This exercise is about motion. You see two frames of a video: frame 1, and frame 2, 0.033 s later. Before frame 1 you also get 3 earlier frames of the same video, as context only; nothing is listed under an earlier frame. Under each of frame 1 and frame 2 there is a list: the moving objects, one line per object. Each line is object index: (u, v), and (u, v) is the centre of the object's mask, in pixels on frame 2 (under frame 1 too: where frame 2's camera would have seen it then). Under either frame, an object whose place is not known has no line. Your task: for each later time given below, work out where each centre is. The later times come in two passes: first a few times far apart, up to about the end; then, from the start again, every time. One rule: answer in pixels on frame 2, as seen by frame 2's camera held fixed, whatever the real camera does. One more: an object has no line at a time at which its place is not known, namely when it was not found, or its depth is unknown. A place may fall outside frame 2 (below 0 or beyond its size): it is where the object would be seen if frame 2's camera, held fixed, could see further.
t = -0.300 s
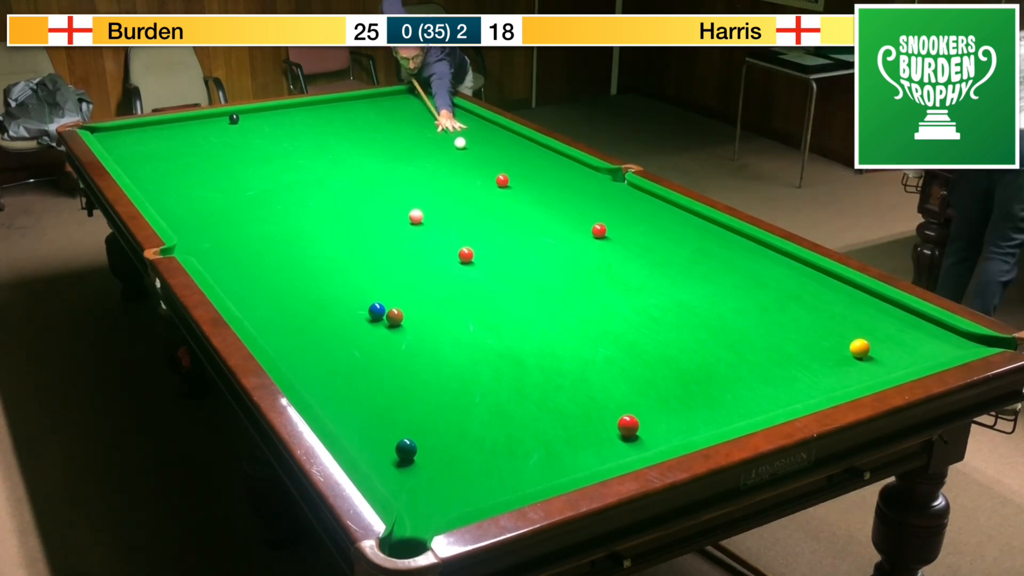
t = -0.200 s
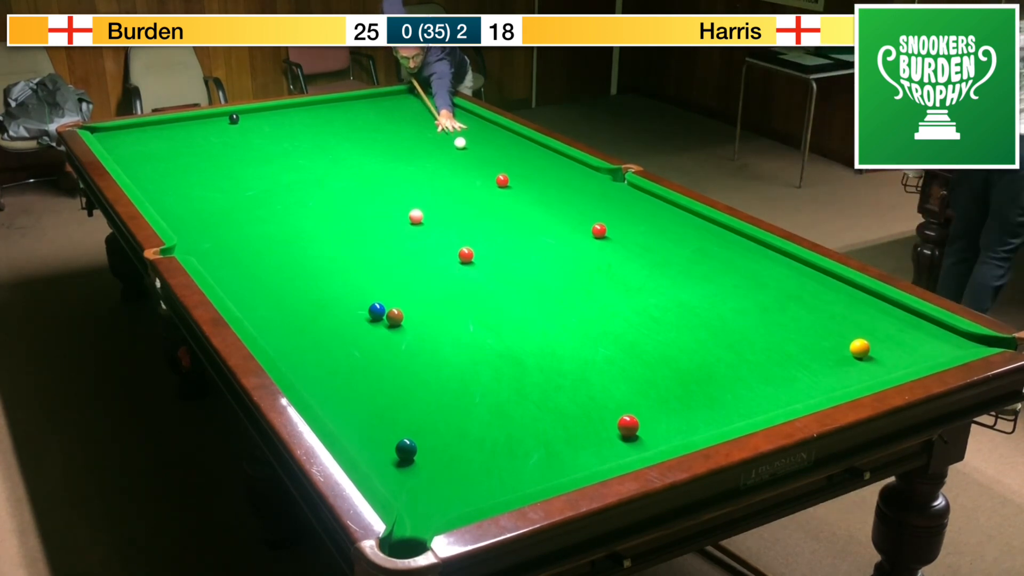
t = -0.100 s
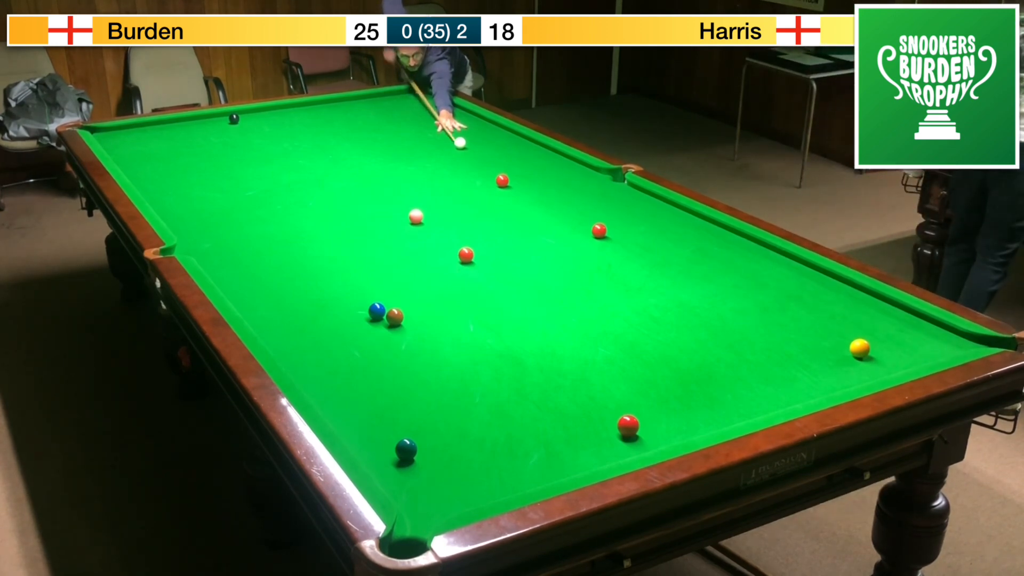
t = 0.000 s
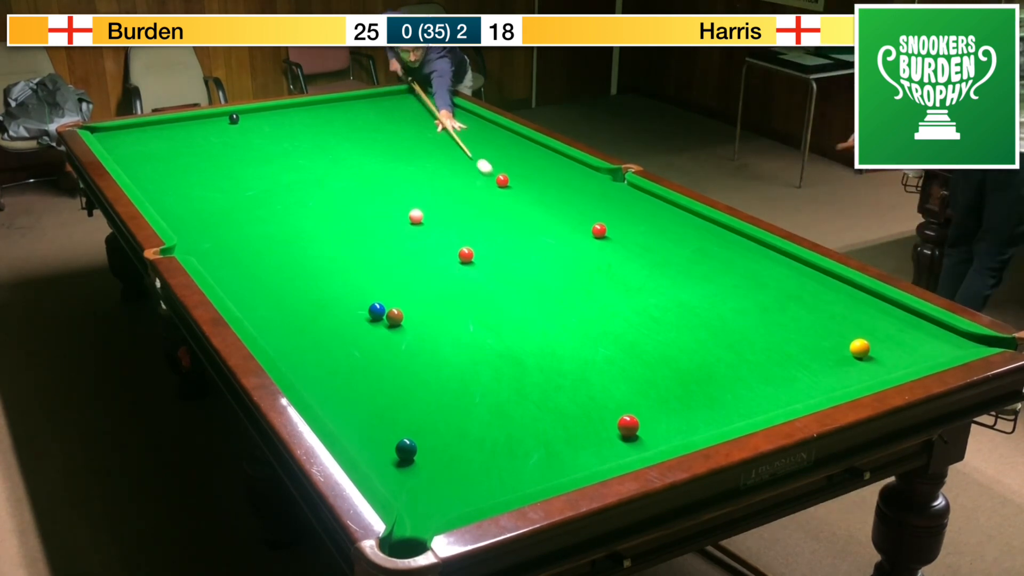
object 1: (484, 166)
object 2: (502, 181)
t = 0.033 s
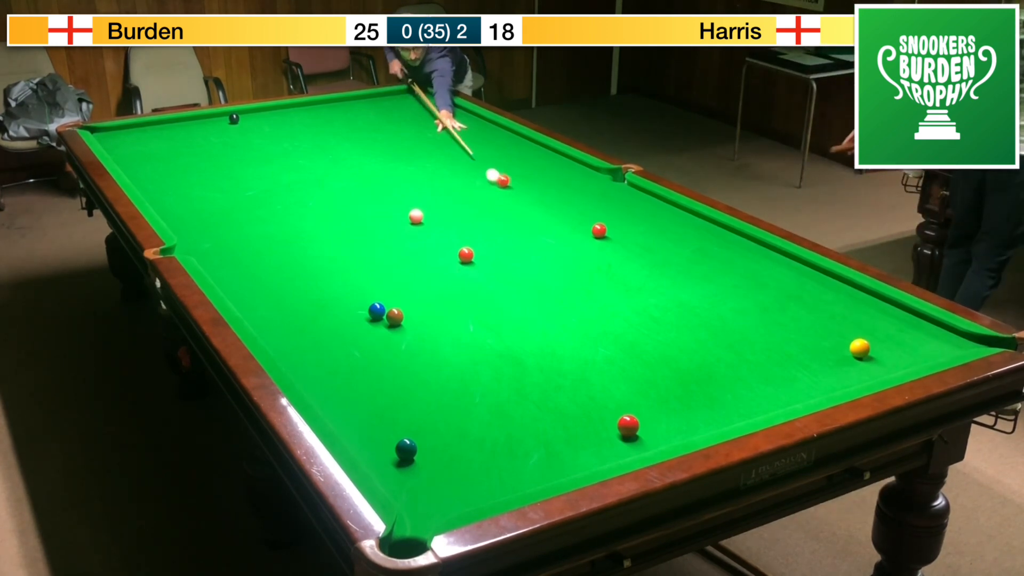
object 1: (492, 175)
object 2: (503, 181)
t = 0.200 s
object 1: (453, 186)
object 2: (601, 219)
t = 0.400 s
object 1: (407, 191)
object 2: (734, 271)
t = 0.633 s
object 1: (356, 192)
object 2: (912, 341)
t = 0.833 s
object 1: (314, 192)
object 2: (854, 304)
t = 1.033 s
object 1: (273, 192)
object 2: (778, 261)
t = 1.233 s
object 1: (232, 192)
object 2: (719, 227)
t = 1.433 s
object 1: (194, 193)
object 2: (661, 201)
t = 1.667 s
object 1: (150, 193)
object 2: (599, 177)
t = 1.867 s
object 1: (158, 184)
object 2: (554, 158)
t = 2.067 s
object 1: (170, 175)
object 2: (514, 142)
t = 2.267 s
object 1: (180, 167)
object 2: (478, 128)
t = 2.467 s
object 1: (190, 160)
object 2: (446, 114)
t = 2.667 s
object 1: (199, 154)
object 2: (417, 103)
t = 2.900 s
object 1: (208, 146)
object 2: (395, 95)
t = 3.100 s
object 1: (216, 141)
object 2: (408, 103)
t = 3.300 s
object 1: (223, 136)
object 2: (419, 112)
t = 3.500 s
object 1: (229, 131)
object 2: (431, 120)
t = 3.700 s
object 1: (235, 127)
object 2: (443, 129)
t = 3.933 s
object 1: (242, 122)
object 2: (457, 140)
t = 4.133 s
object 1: (246, 119)
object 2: (469, 149)
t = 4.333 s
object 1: (251, 116)
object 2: (482, 158)
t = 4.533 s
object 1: (255, 113)
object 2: (495, 168)
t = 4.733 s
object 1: (258, 111)
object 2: (508, 178)
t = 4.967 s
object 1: (262, 109)
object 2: (523, 190)
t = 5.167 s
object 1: (267, 109)
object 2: (536, 200)
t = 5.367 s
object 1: (270, 110)
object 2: (550, 211)
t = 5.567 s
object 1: (274, 110)
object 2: (563, 222)
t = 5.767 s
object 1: (276, 110)
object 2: (577, 232)
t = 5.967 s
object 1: (277, 110)
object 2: (591, 243)
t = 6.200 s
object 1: (278, 110)
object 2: (608, 256)
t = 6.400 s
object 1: (278, 110)
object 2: (622, 268)
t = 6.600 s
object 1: (278, 110)
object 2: (636, 279)
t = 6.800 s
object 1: (278, 110)
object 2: (650, 290)
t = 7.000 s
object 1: (278, 110)
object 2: (664, 301)
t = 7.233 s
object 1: (278, 110)
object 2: (680, 315)
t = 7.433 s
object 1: (278, 110)
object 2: (694, 325)
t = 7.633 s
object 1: (278, 110)
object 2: (707, 336)
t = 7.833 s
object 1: (278, 110)
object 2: (719, 345)
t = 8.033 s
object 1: (278, 110)
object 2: (730, 355)
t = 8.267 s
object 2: (742, 365)
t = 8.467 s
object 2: (752, 373)
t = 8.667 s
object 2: (760, 380)
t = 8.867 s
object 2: (768, 387)
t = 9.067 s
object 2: (775, 393)
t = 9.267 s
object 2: (780, 398)
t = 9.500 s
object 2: (785, 401)
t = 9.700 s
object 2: (785, 401)
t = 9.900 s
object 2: (783, 401)
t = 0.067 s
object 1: (486, 178)
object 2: (520, 187)
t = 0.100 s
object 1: (478, 181)
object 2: (540, 195)
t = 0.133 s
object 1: (470, 183)
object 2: (560, 203)
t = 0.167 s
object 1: (461, 184)
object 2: (580, 211)
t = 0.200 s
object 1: (453, 186)
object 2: (601, 219)
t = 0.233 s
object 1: (445, 187)
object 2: (622, 227)
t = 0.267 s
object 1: (437, 188)
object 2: (644, 236)
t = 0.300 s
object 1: (429, 189)
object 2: (666, 244)
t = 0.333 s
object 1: (422, 190)
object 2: (688, 253)
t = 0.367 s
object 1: (414, 191)
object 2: (711, 262)
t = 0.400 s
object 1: (407, 191)
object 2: (734, 271)
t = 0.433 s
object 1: (399, 191)
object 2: (757, 280)
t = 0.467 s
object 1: (392, 191)
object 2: (781, 289)
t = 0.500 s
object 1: (385, 191)
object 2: (806, 299)
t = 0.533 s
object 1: (378, 191)
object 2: (831, 309)
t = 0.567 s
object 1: (370, 192)
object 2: (857, 319)
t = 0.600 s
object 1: (363, 192)
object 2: (885, 330)
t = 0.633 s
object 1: (356, 192)
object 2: (912, 341)
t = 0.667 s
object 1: (349, 192)
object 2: (940, 351)
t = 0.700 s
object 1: (342, 192)
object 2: (926, 344)
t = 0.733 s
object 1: (335, 192)
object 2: (905, 333)
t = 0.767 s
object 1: (328, 192)
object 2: (887, 322)
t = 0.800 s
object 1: (321, 192)
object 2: (869, 313)
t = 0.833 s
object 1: (314, 192)
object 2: (854, 304)
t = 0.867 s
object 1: (307, 192)
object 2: (838, 295)
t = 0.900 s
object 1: (300, 192)
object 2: (825, 288)
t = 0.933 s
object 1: (293, 192)
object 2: (812, 281)
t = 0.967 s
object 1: (286, 192)
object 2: (801, 274)
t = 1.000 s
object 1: (279, 192)
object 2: (789, 268)
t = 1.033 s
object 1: (273, 192)
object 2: (778, 261)
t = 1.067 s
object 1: (266, 192)
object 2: (767, 255)
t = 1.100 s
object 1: (259, 192)
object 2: (757, 249)
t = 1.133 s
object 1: (252, 192)
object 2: (747, 243)
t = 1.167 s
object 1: (246, 192)
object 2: (737, 238)
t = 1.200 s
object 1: (239, 192)
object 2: (728, 233)
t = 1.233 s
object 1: (232, 192)
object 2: (719, 227)
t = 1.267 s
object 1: (226, 192)
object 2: (710, 222)
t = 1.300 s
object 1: (219, 193)
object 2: (701, 217)
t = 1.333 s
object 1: (213, 193)
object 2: (690, 213)
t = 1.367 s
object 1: (206, 193)
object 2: (680, 209)
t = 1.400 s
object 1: (200, 193)
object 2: (670, 205)
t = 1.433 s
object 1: (194, 193)
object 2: (661, 201)
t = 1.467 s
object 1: (187, 193)
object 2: (651, 197)
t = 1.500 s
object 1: (181, 193)
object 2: (642, 194)
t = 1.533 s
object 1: (175, 193)
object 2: (633, 190)
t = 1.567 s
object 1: (168, 193)
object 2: (625, 186)
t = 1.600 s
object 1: (162, 193)
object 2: (616, 183)
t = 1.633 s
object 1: (156, 193)
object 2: (607, 180)
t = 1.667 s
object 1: (150, 193)
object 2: (599, 177)
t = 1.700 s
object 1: (146, 192)
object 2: (592, 173)
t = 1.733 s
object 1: (149, 190)
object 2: (584, 170)
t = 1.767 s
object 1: (152, 189)
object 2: (576, 167)
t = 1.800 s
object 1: (154, 187)
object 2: (569, 164)
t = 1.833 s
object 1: (156, 186)
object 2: (561, 161)
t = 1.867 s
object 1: (158, 184)
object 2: (554, 158)
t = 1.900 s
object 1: (160, 183)
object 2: (547, 156)
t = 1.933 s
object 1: (162, 181)
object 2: (540, 153)
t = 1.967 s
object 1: (164, 180)
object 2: (533, 150)
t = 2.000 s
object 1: (166, 178)
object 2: (527, 147)
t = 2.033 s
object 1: (168, 177)
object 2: (520, 145)
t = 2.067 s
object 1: (170, 175)
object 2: (514, 142)
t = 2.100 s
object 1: (171, 174)
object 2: (508, 140)
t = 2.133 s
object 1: (173, 173)
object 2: (502, 137)
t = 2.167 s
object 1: (175, 171)
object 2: (496, 135)
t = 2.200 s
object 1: (177, 170)
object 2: (490, 132)
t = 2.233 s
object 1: (179, 169)
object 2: (484, 130)
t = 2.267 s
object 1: (180, 167)
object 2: (478, 128)
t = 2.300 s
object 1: (182, 166)
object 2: (473, 125)
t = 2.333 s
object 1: (183, 165)
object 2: (467, 123)
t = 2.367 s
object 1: (185, 164)
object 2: (462, 121)
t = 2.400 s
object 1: (187, 163)
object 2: (457, 119)
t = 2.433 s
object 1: (188, 161)
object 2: (451, 116)
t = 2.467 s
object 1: (190, 160)
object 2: (446, 114)
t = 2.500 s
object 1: (191, 159)
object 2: (441, 113)
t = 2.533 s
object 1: (193, 158)
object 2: (436, 110)
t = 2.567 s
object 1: (194, 157)
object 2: (431, 108)
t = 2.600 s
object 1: (196, 156)
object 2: (426, 106)
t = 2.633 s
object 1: (197, 154)
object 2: (422, 104)
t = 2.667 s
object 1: (199, 154)
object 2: (417, 103)
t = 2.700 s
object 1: (200, 152)
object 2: (413, 101)
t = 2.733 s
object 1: (202, 151)
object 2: (408, 99)
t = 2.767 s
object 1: (203, 150)
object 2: (404, 97)
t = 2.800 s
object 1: (204, 149)
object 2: (399, 95)
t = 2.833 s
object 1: (206, 148)
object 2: (395, 94)
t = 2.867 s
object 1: (207, 147)
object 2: (393, 93)
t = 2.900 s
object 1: (208, 146)
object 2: (395, 95)
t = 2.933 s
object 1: (210, 145)
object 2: (397, 96)
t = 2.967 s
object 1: (211, 144)
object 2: (400, 98)
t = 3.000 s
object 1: (212, 143)
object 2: (401, 99)
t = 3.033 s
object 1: (213, 143)
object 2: (403, 100)
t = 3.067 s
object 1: (215, 142)
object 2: (405, 101)
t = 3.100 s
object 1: (216, 141)
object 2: (408, 103)
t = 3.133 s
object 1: (217, 140)
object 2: (410, 104)
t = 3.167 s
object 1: (218, 139)
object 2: (411, 106)
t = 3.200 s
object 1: (219, 138)
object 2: (413, 107)
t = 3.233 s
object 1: (220, 137)
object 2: (415, 108)
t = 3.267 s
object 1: (222, 137)
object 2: (417, 110)
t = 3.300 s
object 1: (223, 136)
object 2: (419, 112)
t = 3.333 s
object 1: (224, 135)
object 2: (421, 113)
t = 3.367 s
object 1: (225, 134)
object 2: (423, 114)
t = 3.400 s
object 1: (226, 133)
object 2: (425, 116)
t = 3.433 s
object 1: (227, 133)
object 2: (427, 117)
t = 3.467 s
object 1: (228, 132)
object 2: (429, 119)
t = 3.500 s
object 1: (229, 131)
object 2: (431, 120)
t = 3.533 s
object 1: (230, 130)
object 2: (433, 122)
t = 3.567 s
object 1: (231, 130)
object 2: (435, 123)
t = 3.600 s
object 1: (232, 129)
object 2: (437, 124)
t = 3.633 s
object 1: (234, 128)
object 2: (439, 126)
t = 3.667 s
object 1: (235, 127)
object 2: (441, 127)
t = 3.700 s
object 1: (235, 127)
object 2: (443, 129)
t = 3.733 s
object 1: (236, 126)
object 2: (445, 130)
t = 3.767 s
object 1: (238, 125)
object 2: (447, 132)
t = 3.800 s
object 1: (239, 125)
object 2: (449, 133)
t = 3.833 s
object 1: (239, 124)
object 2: (451, 135)
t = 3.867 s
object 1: (240, 123)
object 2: (453, 137)
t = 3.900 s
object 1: (241, 123)
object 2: (455, 138)
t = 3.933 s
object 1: (242, 122)
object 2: (457, 140)
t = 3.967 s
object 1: (243, 122)
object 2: (459, 141)
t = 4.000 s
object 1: (243, 121)
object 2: (461, 143)
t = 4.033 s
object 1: (244, 120)
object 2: (463, 144)
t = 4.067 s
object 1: (245, 120)
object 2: (465, 146)
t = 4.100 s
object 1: (245, 120)
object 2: (467, 147)
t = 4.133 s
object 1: (246, 119)
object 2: (469, 149)
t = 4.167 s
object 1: (247, 118)
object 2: (471, 150)
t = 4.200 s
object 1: (248, 118)
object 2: (473, 152)
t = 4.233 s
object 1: (249, 117)
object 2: (476, 154)
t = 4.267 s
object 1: (250, 117)
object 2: (478, 155)
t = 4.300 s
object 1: (250, 117)
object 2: (480, 157)
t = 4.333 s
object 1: (251, 116)
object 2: (482, 158)
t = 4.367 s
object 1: (252, 115)
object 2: (484, 160)
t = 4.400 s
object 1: (252, 115)
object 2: (486, 162)
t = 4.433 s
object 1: (253, 114)
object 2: (488, 163)
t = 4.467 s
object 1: (254, 114)
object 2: (490, 165)
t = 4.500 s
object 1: (254, 114)
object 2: (492, 166)
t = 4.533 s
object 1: (255, 113)
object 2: (495, 168)
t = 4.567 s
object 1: (256, 113)
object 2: (497, 170)
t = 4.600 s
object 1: (256, 112)
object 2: (499, 172)
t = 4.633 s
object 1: (257, 112)
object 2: (501, 173)
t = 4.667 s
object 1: (257, 112)
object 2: (503, 175)
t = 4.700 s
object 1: (258, 111)
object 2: (505, 176)
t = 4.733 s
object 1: (258, 111)
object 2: (508, 178)
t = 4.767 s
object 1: (259, 110)
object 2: (510, 179)
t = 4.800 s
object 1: (260, 110)
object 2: (512, 181)
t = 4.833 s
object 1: (260, 109)
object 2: (514, 183)
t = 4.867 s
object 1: (260, 109)
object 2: (516, 185)
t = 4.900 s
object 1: (261, 109)
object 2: (519, 186)
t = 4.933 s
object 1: (261, 109)
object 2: (521, 188)
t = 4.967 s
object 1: (262, 109)
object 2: (523, 190)
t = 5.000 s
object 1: (263, 109)
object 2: (525, 191)
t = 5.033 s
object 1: (264, 109)
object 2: (527, 193)
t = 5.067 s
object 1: (264, 109)
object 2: (529, 195)
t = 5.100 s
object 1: (265, 109)
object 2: (532, 197)
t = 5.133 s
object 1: (266, 109)
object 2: (534, 198)
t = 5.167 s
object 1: (267, 109)
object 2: (536, 200)
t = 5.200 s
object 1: (267, 109)
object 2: (538, 202)
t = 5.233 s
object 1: (268, 109)
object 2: (541, 204)
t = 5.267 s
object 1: (269, 109)
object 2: (543, 205)
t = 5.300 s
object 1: (269, 109)
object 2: (545, 207)
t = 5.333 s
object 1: (270, 109)
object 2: (548, 209)
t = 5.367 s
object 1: (270, 110)
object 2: (550, 211)
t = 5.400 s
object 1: (271, 109)
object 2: (552, 212)
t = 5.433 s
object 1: (272, 109)
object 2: (554, 214)
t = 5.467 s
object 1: (272, 109)
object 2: (557, 216)
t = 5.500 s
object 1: (273, 110)
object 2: (559, 218)
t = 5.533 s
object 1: (273, 110)
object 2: (561, 220)
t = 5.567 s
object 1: (274, 110)
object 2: (563, 222)
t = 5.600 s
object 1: (274, 110)
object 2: (566, 223)
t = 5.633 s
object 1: (274, 110)
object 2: (568, 225)
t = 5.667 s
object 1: (275, 110)
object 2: (570, 227)
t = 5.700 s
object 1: (275, 110)
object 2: (573, 229)
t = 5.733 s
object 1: (276, 110)
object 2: (575, 231)
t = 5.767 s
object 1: (276, 110)
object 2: (577, 232)
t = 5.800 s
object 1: (276, 110)
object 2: (579, 234)
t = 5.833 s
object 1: (276, 110)
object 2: (582, 236)
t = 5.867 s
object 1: (277, 110)
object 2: (584, 238)
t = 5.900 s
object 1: (277, 110)
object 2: (586, 240)
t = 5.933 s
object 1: (277, 110)
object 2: (589, 241)
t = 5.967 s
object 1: (277, 110)
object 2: (591, 243)
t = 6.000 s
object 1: (277, 110)
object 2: (594, 245)
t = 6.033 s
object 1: (277, 110)
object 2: (596, 247)
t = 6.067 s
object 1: (277, 110)
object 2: (598, 249)
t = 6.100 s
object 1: (278, 110)
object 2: (600, 251)
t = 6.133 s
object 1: (278, 110)
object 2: (603, 253)
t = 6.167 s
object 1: (278, 110)
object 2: (605, 255)
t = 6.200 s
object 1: (278, 110)
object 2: (608, 256)
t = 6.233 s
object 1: (278, 110)
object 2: (610, 258)
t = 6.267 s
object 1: (278, 110)
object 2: (612, 260)
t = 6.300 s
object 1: (278, 110)
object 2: (615, 262)
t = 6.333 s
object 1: (278, 110)
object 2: (617, 264)
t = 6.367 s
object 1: (278, 110)
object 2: (620, 266)
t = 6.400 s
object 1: (278, 110)
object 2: (622, 268)
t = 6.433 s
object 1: (278, 110)
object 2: (624, 270)
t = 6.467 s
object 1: (278, 110)
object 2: (627, 271)
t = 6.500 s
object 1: (278, 110)
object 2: (629, 273)
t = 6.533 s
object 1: (278, 110)
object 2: (631, 275)
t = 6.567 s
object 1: (278, 110)
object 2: (634, 277)
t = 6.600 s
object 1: (278, 110)
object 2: (636, 279)
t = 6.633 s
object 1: (278, 110)
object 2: (638, 281)
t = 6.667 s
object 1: (278, 110)
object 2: (641, 283)
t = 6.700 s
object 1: (278, 110)
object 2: (643, 285)
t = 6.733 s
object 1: (278, 110)
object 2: (645, 287)
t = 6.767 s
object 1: (278, 110)
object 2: (648, 288)
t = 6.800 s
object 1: (278, 110)
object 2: (650, 290)
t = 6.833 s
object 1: (278, 110)
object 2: (653, 292)
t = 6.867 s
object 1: (278, 110)
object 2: (655, 294)
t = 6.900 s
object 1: (278, 110)
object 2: (657, 296)
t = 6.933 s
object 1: (278, 110)
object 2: (660, 298)
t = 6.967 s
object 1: (278, 110)
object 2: (662, 300)
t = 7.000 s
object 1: (278, 110)
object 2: (664, 301)
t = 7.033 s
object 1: (278, 110)
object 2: (667, 303)
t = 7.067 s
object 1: (278, 110)
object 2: (669, 305)
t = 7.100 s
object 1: (278, 110)
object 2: (671, 307)
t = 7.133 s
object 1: (278, 110)
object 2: (674, 309)
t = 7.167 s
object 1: (278, 110)
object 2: (676, 311)
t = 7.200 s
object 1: (278, 110)
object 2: (678, 313)
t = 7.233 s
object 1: (278, 110)
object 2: (680, 315)
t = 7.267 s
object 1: (278, 110)
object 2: (683, 316)
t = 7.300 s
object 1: (278, 110)
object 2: (685, 318)
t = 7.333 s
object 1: (278, 110)
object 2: (687, 320)
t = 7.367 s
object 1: (278, 110)
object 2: (689, 322)
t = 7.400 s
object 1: (278, 110)
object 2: (692, 323)
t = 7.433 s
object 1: (278, 110)
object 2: (694, 325)
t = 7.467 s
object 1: (278, 110)
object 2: (696, 327)
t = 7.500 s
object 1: (278, 110)
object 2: (698, 329)
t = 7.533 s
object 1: (278, 110)
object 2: (700, 331)
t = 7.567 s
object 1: (278, 110)
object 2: (702, 332)
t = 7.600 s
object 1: (278, 110)
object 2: (704, 334)
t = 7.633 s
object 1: (278, 110)
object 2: (707, 336)
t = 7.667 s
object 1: (278, 110)
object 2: (709, 337)
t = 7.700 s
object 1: (278, 110)
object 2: (711, 339)
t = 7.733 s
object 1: (278, 110)
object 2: (713, 340)
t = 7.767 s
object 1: (278, 110)
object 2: (715, 342)
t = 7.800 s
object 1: (278, 110)
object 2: (717, 344)
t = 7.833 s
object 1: (278, 110)
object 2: (719, 345)
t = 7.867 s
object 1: (278, 110)
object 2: (720, 347)
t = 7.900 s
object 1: (278, 110)
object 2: (722, 349)
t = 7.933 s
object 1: (278, 110)
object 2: (724, 350)
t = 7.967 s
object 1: (278, 110)
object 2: (726, 352)
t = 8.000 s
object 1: (278, 110)
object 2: (728, 353)
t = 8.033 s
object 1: (278, 110)
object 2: (730, 355)
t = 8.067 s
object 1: (278, 110)
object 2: (732, 356)
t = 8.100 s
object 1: (278, 110)
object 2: (733, 358)
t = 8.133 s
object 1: (278, 110)
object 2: (735, 359)
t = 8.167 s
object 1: (278, 110)
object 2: (737, 361)
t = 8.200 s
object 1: (278, 110)
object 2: (739, 362)
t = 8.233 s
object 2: (740, 364)
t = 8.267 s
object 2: (742, 365)
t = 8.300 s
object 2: (744, 366)
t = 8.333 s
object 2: (745, 368)
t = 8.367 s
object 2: (747, 369)
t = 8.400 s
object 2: (749, 370)
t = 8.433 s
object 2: (750, 372)
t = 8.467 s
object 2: (752, 373)
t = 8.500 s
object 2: (753, 374)
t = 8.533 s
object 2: (754, 375)
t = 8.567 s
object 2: (756, 377)
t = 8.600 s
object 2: (757, 378)
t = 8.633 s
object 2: (759, 379)
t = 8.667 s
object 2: (760, 380)
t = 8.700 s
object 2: (762, 381)
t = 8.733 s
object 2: (763, 382)
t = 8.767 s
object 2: (764, 384)
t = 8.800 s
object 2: (765, 385)
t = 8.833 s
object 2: (767, 386)
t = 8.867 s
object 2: (768, 387)
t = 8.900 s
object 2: (769, 388)
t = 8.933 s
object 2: (770, 389)
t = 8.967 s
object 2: (771, 390)
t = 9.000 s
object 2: (772, 391)
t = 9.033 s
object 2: (774, 392)
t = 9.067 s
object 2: (775, 393)
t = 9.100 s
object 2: (776, 394)
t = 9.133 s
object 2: (777, 395)
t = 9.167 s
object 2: (778, 396)
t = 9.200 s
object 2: (778, 397)
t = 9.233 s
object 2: (779, 397)
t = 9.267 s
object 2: (780, 398)
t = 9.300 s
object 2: (781, 398)
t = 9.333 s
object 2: (782, 399)
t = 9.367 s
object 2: (783, 399)
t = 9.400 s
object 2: (784, 400)
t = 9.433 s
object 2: (784, 400)
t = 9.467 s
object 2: (785, 400)
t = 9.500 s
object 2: (785, 401)
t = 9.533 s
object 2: (786, 401)
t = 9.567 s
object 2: (786, 401)
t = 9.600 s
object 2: (786, 401)
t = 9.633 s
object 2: (785, 401)
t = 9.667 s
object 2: (785, 401)
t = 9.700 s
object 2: (785, 401)
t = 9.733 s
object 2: (784, 401)
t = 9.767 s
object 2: (784, 401)
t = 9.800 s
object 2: (783, 401)
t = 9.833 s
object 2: (783, 401)
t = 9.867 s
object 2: (783, 401)
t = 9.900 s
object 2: (783, 401)
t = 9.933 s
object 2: (783, 401)
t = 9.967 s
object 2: (782, 400)
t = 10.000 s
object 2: (782, 400)
